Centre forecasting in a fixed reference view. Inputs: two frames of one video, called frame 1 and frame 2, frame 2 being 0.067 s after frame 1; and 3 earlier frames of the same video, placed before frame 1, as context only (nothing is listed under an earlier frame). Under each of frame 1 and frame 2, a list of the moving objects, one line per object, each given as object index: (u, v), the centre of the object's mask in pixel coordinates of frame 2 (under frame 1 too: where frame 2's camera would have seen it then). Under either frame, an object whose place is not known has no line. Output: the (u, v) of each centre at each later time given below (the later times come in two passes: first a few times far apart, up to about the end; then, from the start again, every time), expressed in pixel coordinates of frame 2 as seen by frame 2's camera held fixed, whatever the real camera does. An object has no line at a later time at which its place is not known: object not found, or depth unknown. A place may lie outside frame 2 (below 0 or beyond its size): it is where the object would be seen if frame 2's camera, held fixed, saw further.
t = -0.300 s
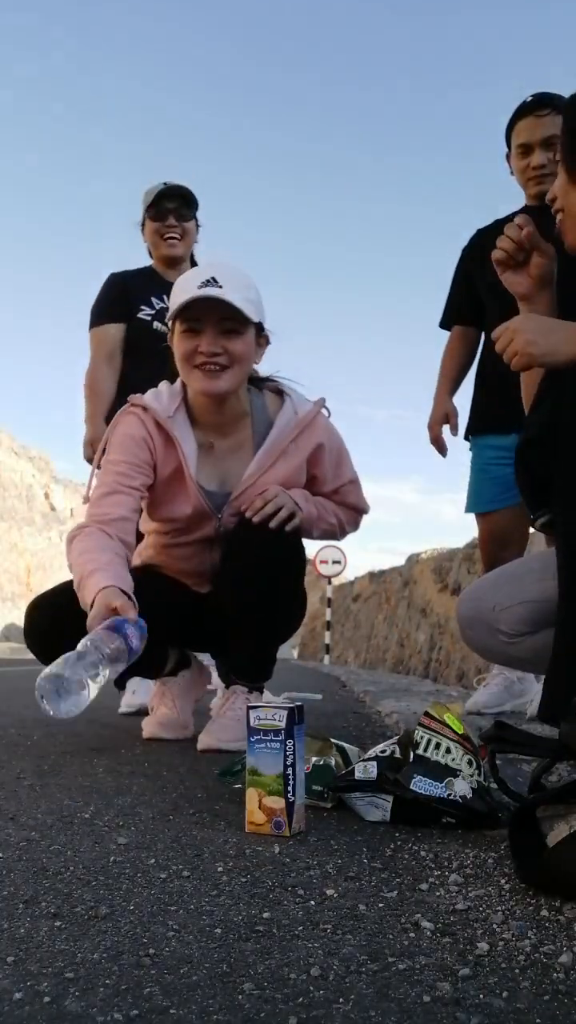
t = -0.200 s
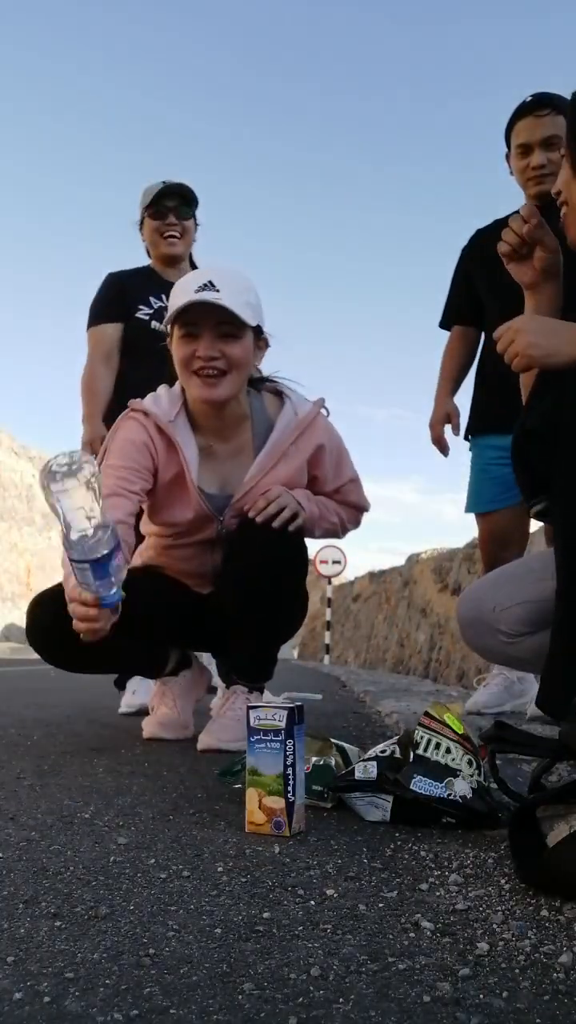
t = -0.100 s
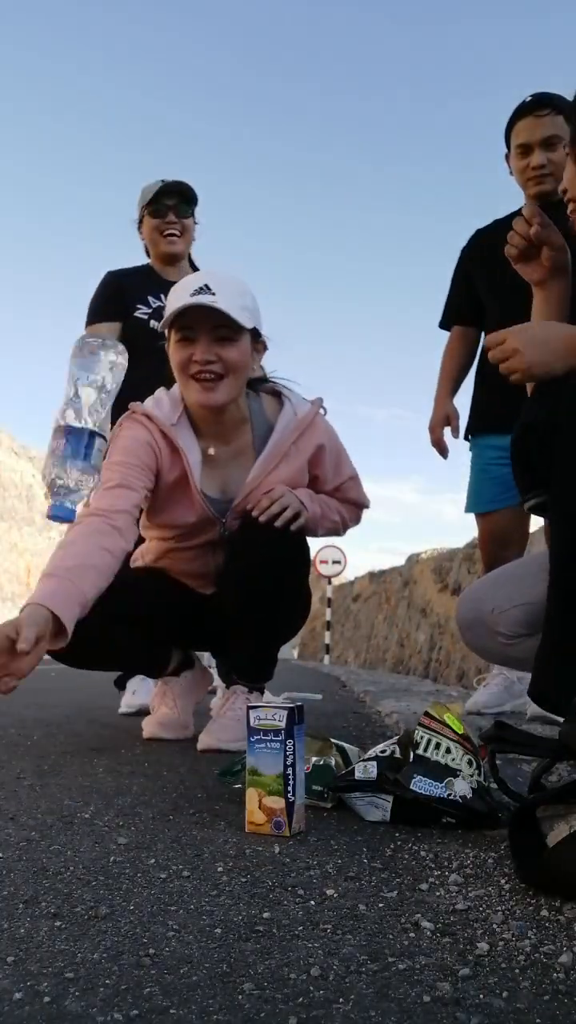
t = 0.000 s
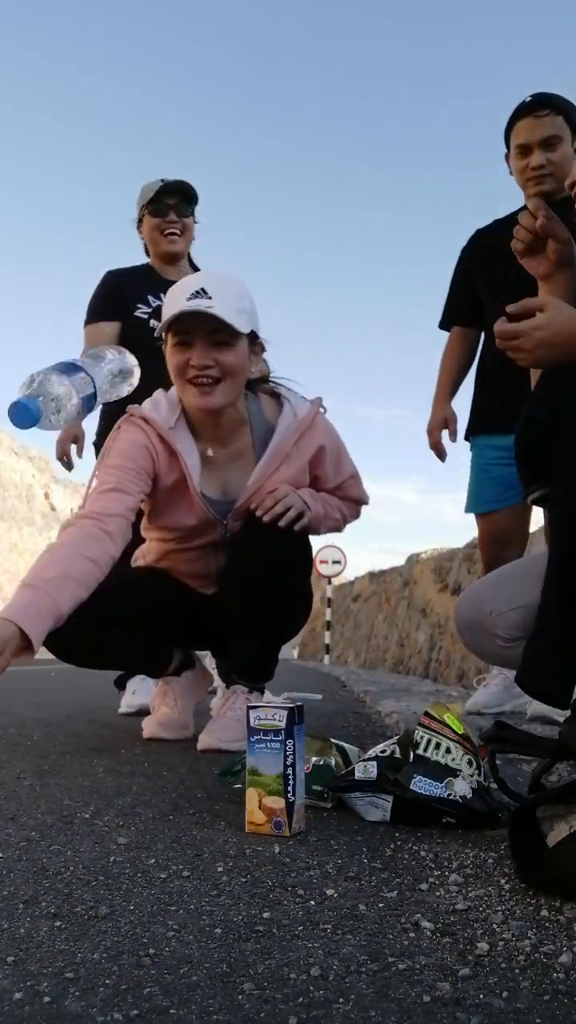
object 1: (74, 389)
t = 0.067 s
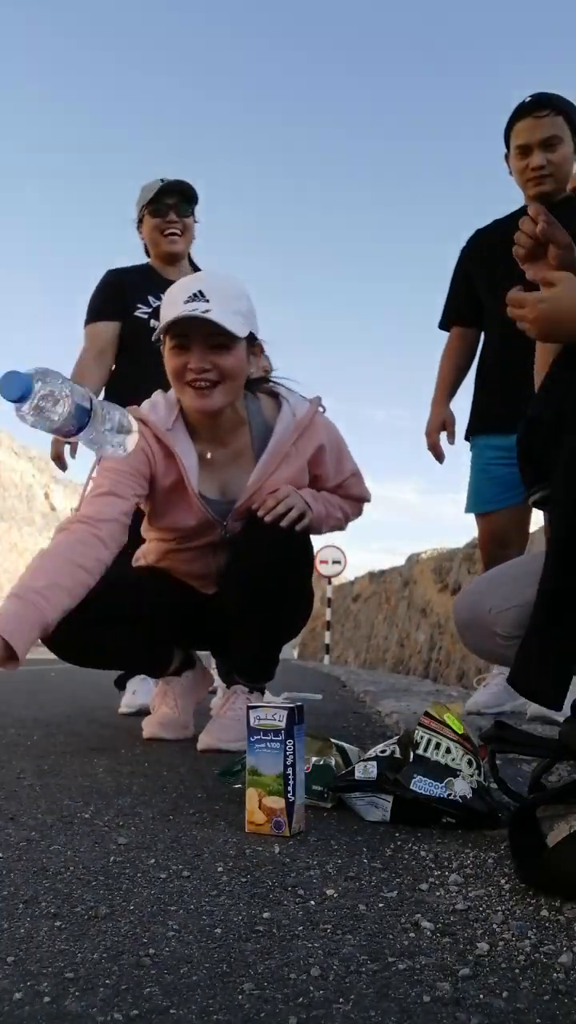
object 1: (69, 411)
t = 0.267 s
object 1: (45, 717)
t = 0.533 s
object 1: (72, 719)
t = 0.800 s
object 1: (102, 720)
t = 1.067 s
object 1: (97, 721)
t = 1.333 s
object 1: (98, 721)
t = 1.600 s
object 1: (97, 721)
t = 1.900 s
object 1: (97, 721)
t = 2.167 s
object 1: (97, 721)
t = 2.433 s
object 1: (98, 721)
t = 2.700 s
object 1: (97, 721)
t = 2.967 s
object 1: (97, 721)
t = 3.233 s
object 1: (97, 721)
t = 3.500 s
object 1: (97, 721)
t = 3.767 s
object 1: (97, 721)
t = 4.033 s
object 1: (98, 721)
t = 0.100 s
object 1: (66, 439)
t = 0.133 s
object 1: (63, 478)
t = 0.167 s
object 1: (60, 528)
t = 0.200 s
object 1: (56, 592)
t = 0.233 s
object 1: (51, 668)
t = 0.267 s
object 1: (45, 717)
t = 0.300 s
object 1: (50, 686)
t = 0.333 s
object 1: (55, 679)
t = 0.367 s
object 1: (60, 682)
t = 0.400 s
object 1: (64, 696)
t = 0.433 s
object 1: (67, 720)
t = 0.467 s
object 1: (68, 718)
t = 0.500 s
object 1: (69, 719)
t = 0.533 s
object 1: (72, 719)
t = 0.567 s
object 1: (77, 719)
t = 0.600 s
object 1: (85, 720)
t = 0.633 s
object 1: (94, 719)
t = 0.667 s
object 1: (103, 721)
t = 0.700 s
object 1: (108, 721)
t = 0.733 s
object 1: (110, 721)
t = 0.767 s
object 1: (107, 721)
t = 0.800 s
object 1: (102, 720)
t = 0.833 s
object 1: (95, 721)
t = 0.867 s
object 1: (90, 720)
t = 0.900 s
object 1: (90, 719)
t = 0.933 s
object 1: (92, 720)
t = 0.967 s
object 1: (98, 721)
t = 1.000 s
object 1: (100, 721)
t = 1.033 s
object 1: (99, 721)
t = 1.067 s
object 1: (97, 721)
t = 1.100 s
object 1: (96, 721)
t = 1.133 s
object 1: (97, 721)
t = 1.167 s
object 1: (98, 721)
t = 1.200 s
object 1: (97, 721)
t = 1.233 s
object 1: (96, 721)
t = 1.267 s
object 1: (98, 721)
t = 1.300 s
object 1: (98, 721)
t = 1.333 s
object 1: (98, 721)
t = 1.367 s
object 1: (97, 721)
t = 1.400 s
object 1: (97, 721)
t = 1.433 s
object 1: (98, 721)
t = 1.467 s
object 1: (97, 721)
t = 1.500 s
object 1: (97, 721)
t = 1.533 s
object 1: (98, 721)
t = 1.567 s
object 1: (98, 721)
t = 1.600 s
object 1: (97, 721)
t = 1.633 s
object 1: (97, 721)
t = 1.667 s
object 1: (97, 721)
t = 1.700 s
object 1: (97, 721)
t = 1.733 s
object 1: (97, 721)
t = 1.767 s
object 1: (97, 721)
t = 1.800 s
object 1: (97, 721)
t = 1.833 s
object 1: (97, 721)
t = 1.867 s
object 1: (97, 721)
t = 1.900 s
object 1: (97, 721)
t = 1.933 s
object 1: (97, 721)
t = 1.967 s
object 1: (97, 721)
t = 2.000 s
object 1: (97, 721)
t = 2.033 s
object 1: (97, 721)
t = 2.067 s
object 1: (97, 721)
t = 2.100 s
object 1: (97, 721)
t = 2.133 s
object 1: (97, 721)
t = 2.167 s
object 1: (97, 721)
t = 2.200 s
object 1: (97, 721)
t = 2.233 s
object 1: (98, 721)
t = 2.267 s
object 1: (98, 721)
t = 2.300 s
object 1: (98, 721)
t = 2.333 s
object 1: (98, 721)
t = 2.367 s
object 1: (98, 721)
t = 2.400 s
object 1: (98, 721)
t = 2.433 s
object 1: (98, 721)
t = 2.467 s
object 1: (97, 721)
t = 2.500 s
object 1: (97, 721)
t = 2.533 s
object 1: (97, 721)
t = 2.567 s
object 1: (97, 721)
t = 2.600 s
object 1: (97, 721)
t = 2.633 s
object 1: (97, 721)
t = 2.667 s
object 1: (97, 721)
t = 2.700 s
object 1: (97, 721)
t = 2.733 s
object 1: (97, 721)
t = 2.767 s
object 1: (97, 721)
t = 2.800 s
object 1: (97, 721)
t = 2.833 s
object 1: (97, 721)
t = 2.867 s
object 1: (97, 721)
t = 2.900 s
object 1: (97, 721)
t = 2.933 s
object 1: (97, 721)
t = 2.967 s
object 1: (97, 721)
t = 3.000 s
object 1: (97, 721)
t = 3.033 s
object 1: (97, 721)
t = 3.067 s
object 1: (97, 721)
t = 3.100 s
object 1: (97, 721)
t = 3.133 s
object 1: (97, 721)
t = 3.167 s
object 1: (97, 721)
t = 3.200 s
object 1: (97, 721)
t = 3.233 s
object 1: (97, 721)
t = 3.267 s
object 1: (97, 721)
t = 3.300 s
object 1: (97, 721)
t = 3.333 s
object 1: (97, 721)
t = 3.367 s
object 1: (97, 721)
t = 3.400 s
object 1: (98, 721)
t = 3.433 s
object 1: (98, 721)
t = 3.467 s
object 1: (98, 721)
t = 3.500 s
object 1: (97, 721)
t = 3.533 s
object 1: (97, 721)
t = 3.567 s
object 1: (97, 721)
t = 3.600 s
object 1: (97, 721)
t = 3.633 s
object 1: (97, 721)
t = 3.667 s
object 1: (97, 721)
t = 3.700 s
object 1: (97, 721)
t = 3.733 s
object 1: (97, 721)
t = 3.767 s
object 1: (97, 721)
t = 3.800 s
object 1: (97, 721)
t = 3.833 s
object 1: (97, 721)
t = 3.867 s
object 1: (97, 721)
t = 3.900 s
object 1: (97, 721)
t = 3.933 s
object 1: (97, 721)
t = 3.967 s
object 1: (97, 721)
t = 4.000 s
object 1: (97, 721)
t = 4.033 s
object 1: (98, 721)
